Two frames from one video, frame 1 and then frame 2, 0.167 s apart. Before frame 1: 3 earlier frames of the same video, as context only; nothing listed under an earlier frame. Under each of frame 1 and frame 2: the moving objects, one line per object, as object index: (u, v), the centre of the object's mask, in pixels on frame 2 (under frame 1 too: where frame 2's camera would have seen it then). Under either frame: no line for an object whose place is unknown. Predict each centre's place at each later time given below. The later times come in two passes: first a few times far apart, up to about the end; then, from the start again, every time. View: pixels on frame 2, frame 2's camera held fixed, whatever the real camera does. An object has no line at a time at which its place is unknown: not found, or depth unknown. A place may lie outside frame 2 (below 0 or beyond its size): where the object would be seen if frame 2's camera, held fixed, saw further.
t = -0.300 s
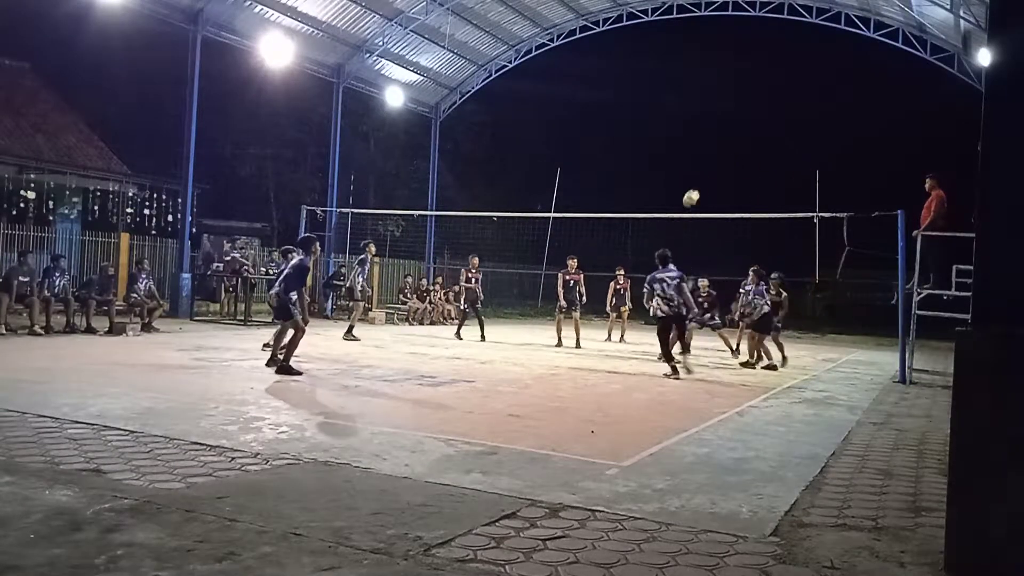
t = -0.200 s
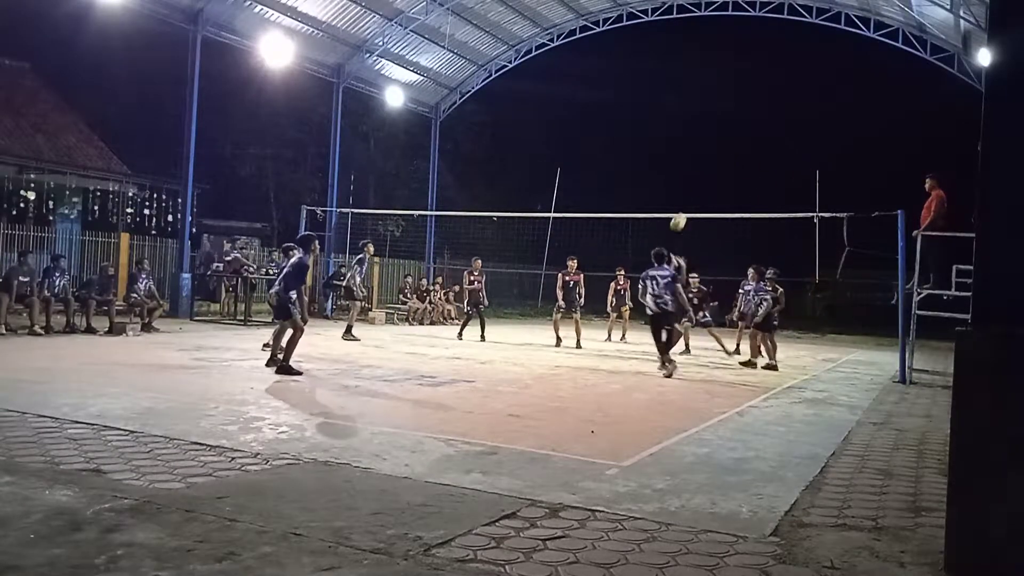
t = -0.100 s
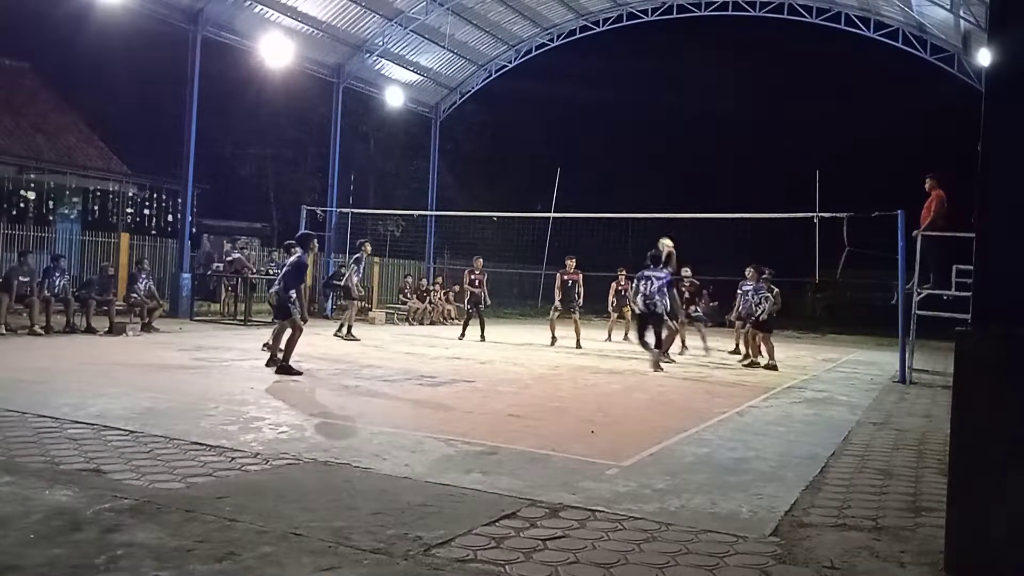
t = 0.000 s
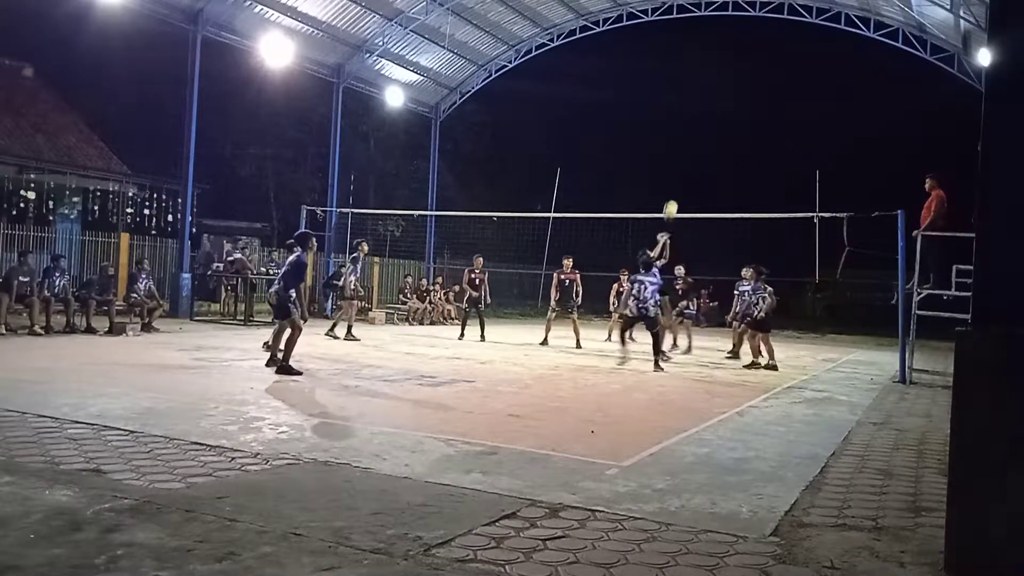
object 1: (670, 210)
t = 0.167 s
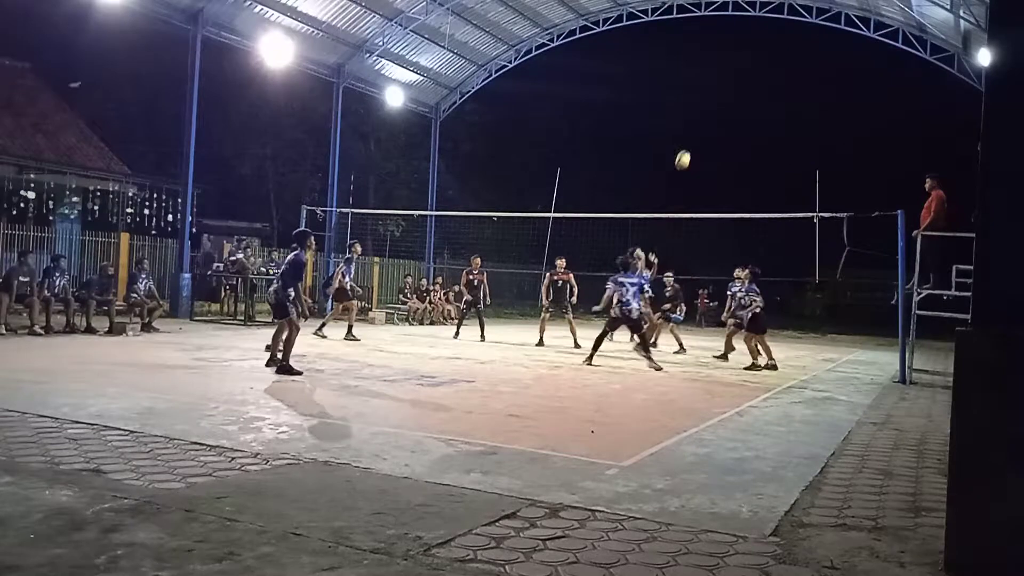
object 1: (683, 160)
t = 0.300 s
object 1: (692, 131)
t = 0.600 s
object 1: (711, 106)
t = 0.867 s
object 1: (724, 130)
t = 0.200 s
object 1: (685, 152)
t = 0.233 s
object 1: (687, 144)
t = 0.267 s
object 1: (690, 137)
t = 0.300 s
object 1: (692, 131)
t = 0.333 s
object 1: (694, 126)
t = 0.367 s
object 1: (696, 121)
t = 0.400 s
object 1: (699, 116)
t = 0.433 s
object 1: (701, 113)
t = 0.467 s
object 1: (703, 110)
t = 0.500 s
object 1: (705, 108)
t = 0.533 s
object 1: (707, 107)
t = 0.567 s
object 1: (709, 106)
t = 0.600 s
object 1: (711, 106)
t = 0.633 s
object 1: (712, 106)
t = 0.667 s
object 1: (714, 108)
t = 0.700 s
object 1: (716, 110)
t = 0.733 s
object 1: (718, 113)
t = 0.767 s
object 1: (720, 116)
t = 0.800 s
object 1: (721, 120)
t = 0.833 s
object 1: (723, 124)
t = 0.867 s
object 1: (724, 130)
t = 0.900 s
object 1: (726, 136)
